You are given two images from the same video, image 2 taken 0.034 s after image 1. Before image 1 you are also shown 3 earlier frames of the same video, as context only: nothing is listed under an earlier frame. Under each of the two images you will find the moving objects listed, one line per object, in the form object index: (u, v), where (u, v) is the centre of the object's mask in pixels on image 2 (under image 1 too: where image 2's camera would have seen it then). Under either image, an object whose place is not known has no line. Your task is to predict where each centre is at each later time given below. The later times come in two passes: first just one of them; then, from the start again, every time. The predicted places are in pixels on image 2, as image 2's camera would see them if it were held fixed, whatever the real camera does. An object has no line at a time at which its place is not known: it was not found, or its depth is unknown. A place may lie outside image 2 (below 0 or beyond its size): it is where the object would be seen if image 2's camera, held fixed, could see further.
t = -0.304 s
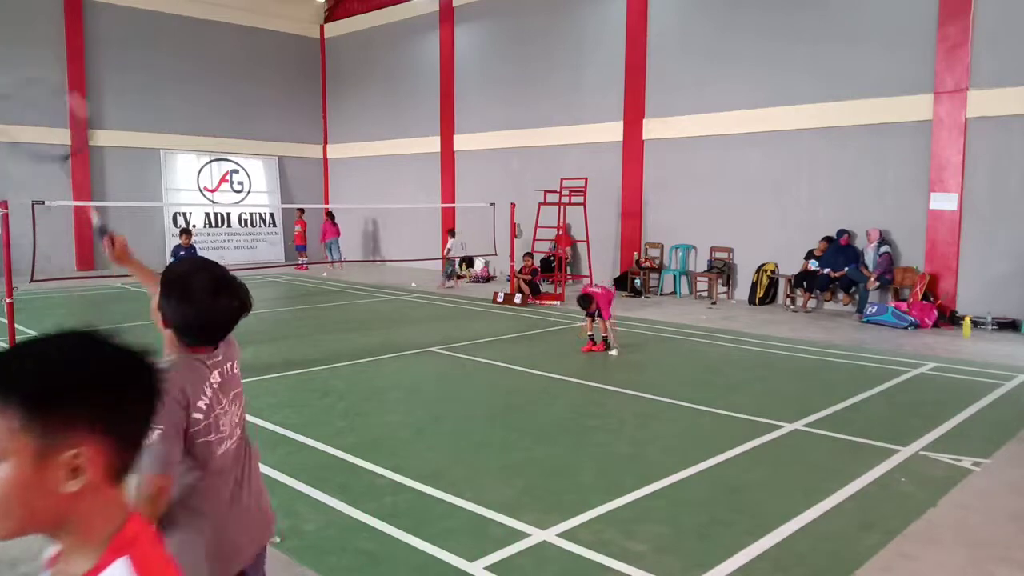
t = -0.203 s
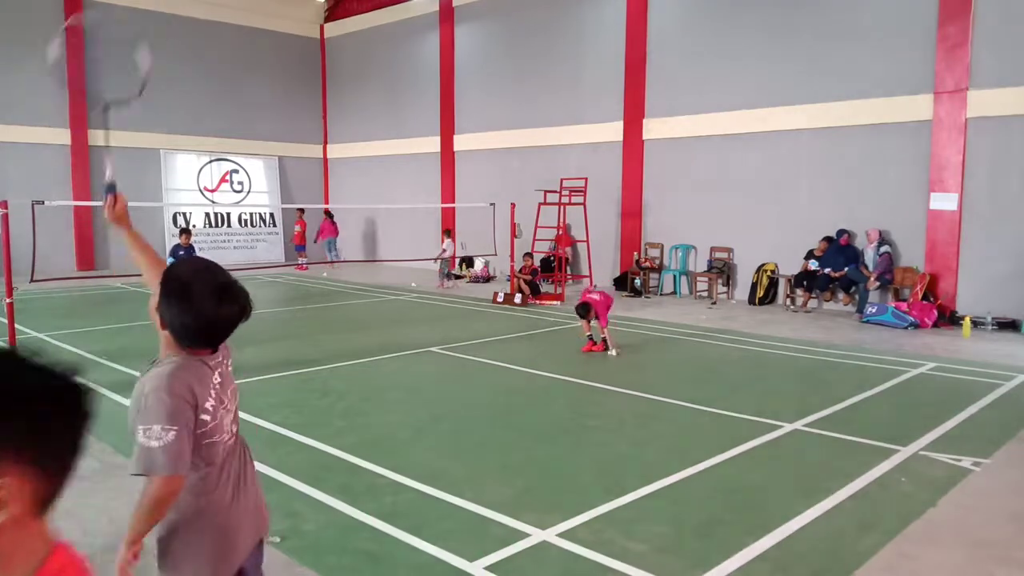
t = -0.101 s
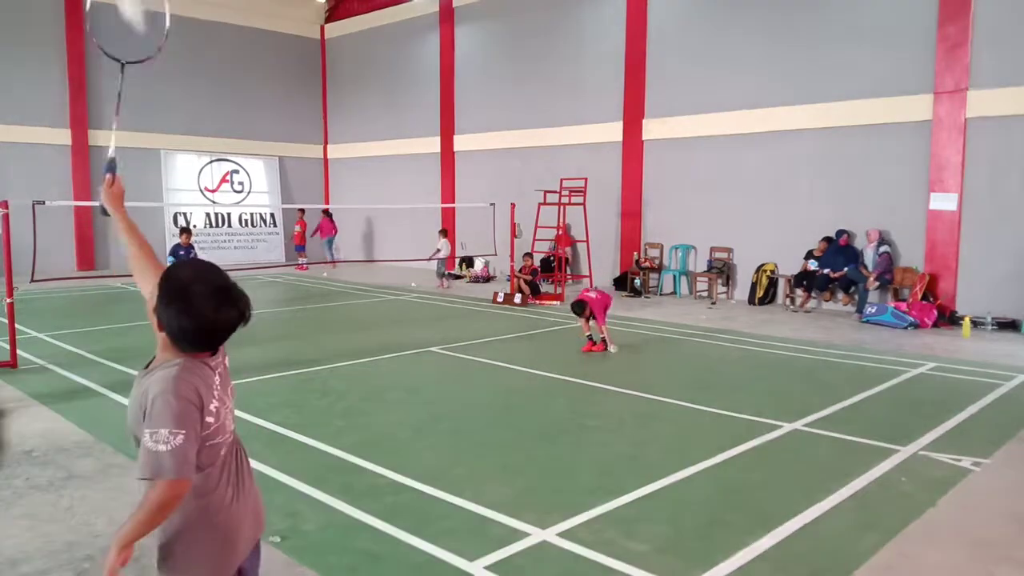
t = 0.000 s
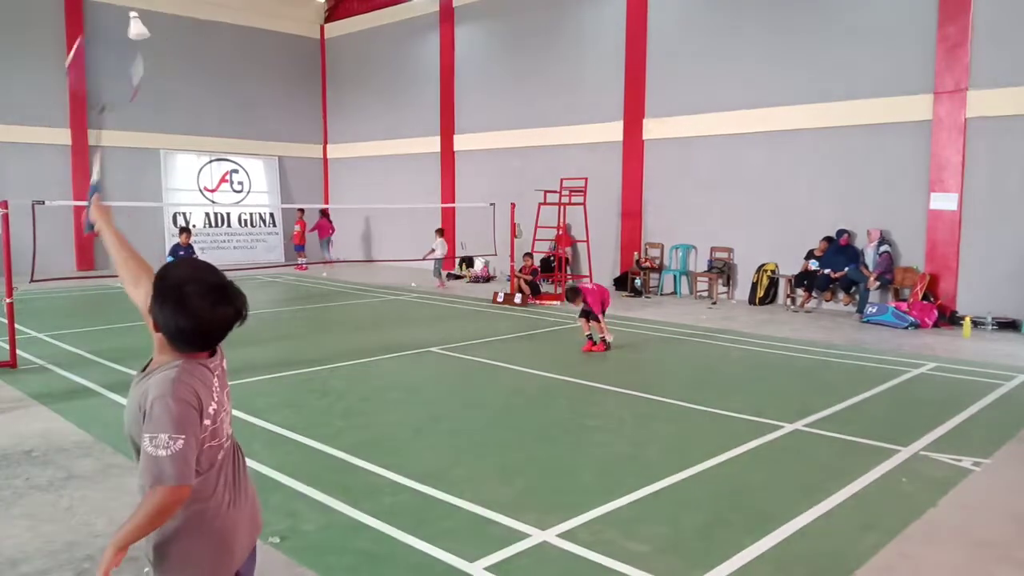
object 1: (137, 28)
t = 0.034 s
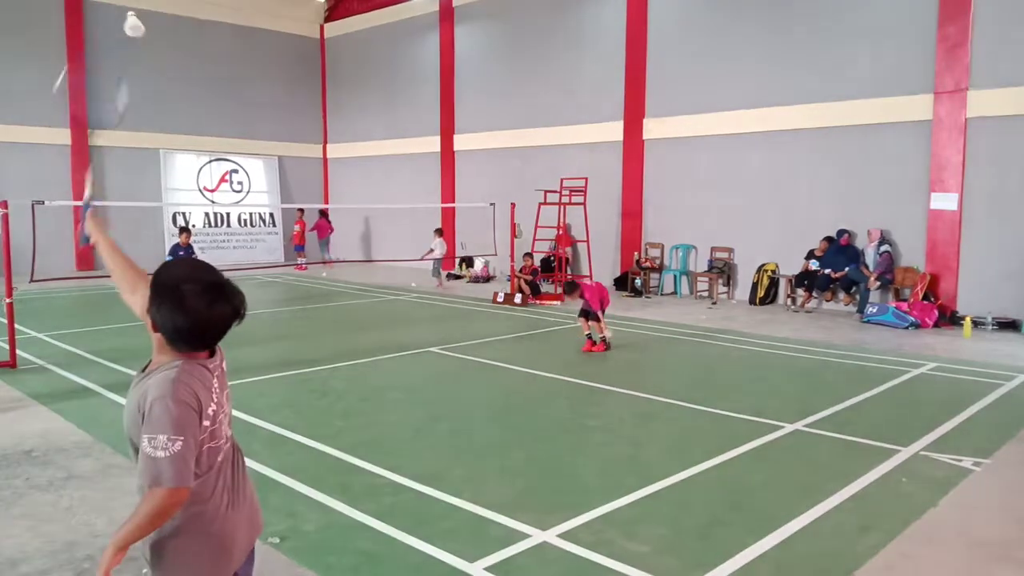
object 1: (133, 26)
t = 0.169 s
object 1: (123, 36)
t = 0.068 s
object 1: (131, 20)
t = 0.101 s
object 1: (126, 18)
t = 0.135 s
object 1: (125, 25)
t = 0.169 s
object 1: (123, 36)
